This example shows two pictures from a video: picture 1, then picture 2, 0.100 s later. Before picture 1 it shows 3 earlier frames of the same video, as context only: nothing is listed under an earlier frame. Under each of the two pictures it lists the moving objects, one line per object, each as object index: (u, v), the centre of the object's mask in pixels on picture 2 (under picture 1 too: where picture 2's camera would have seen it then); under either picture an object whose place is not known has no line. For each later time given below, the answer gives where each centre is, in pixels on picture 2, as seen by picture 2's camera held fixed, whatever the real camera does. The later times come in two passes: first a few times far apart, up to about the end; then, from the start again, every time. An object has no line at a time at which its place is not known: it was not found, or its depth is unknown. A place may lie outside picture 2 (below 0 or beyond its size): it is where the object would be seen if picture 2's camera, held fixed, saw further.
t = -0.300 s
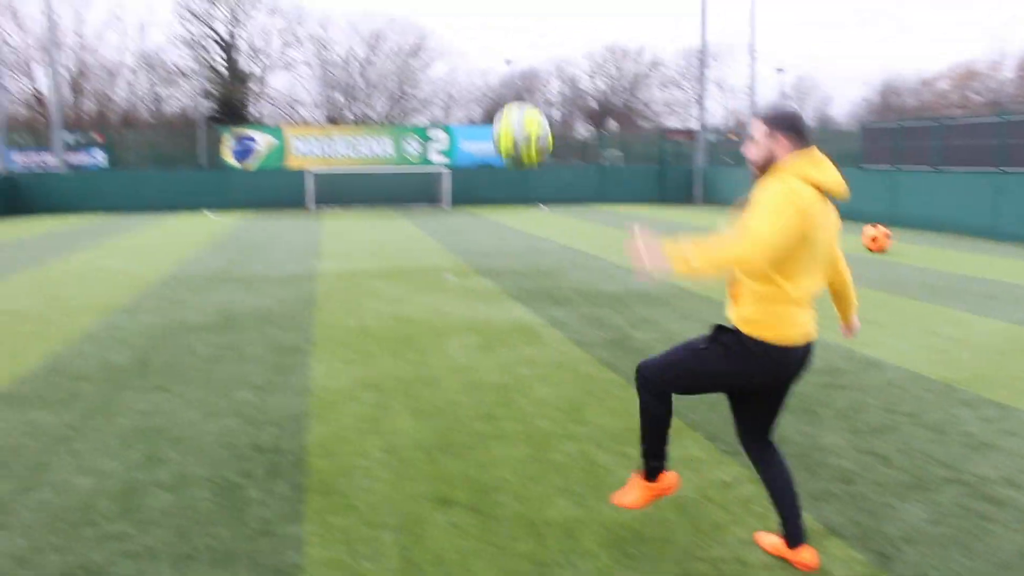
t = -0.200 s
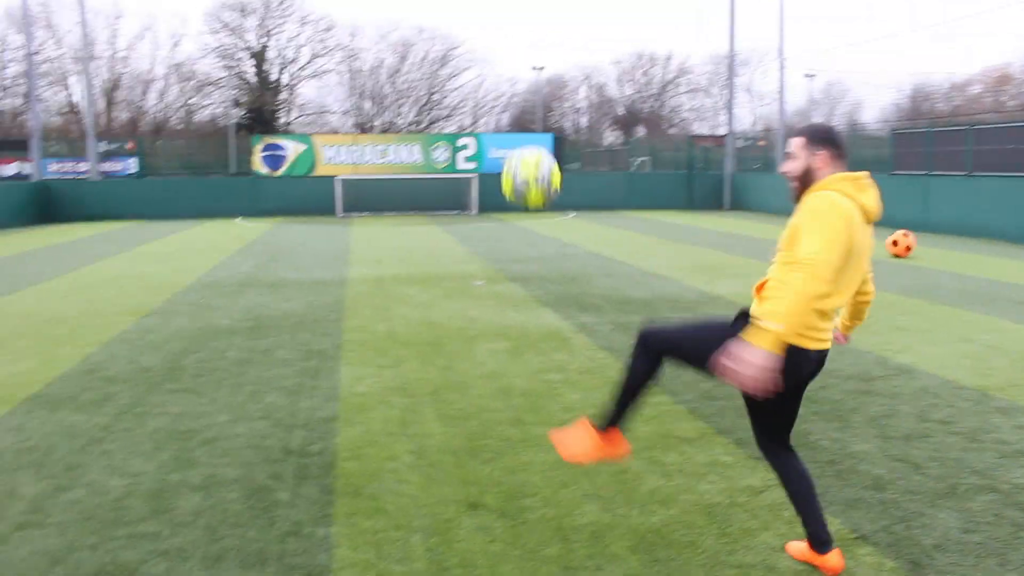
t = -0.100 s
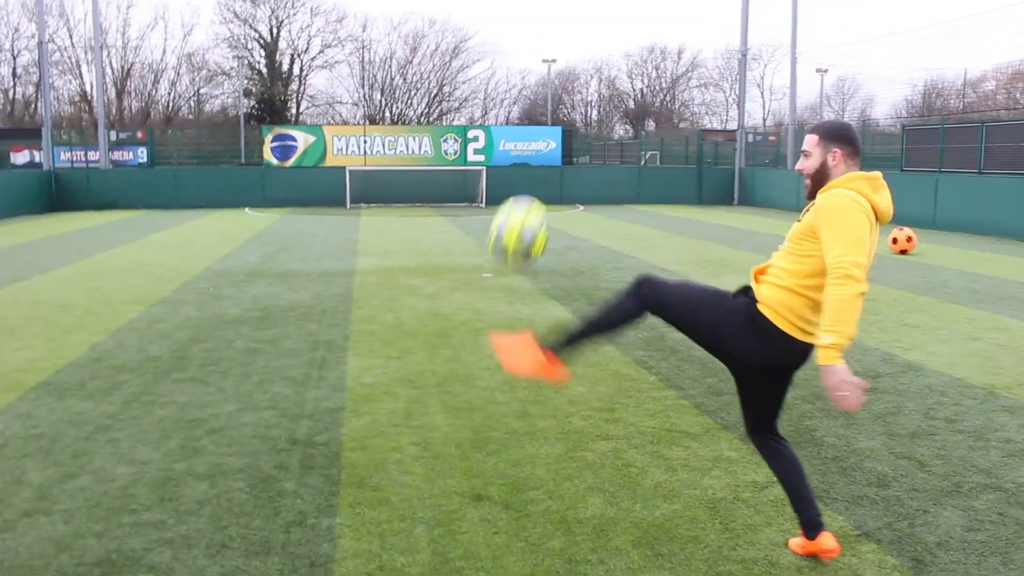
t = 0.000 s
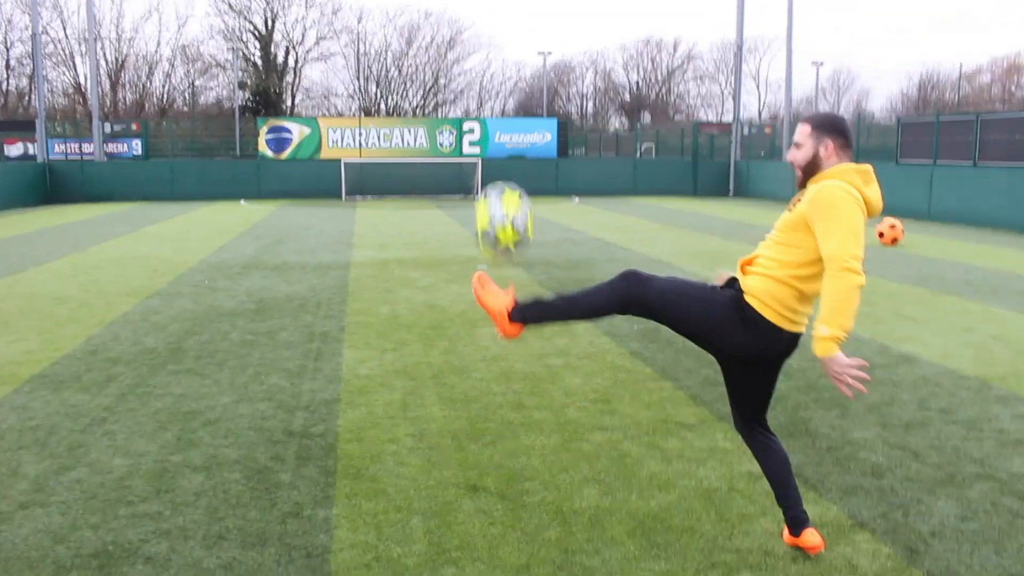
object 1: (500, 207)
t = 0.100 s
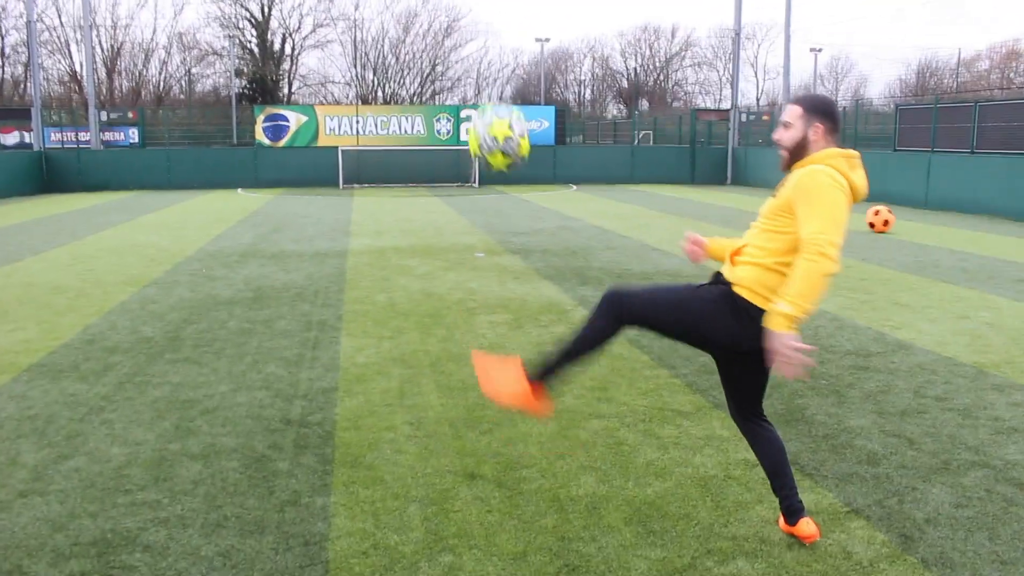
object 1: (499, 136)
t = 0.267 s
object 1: (494, 70)
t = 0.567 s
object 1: (487, 151)
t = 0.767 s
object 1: (481, 359)
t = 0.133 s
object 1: (498, 120)
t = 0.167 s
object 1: (497, 101)
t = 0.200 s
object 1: (496, 88)
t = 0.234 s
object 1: (495, 79)
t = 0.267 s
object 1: (494, 70)
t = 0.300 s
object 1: (493, 67)
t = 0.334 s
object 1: (493, 65)
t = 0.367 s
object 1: (493, 68)
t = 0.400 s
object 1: (494, 71)
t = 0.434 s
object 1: (492, 79)
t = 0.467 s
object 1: (490, 94)
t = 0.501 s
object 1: (488, 108)
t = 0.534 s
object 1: (488, 128)
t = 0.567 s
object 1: (487, 151)
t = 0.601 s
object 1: (487, 174)
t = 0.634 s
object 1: (482, 203)
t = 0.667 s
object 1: (482, 234)
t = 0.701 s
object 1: (484, 276)
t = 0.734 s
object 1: (482, 315)
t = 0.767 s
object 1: (481, 359)
